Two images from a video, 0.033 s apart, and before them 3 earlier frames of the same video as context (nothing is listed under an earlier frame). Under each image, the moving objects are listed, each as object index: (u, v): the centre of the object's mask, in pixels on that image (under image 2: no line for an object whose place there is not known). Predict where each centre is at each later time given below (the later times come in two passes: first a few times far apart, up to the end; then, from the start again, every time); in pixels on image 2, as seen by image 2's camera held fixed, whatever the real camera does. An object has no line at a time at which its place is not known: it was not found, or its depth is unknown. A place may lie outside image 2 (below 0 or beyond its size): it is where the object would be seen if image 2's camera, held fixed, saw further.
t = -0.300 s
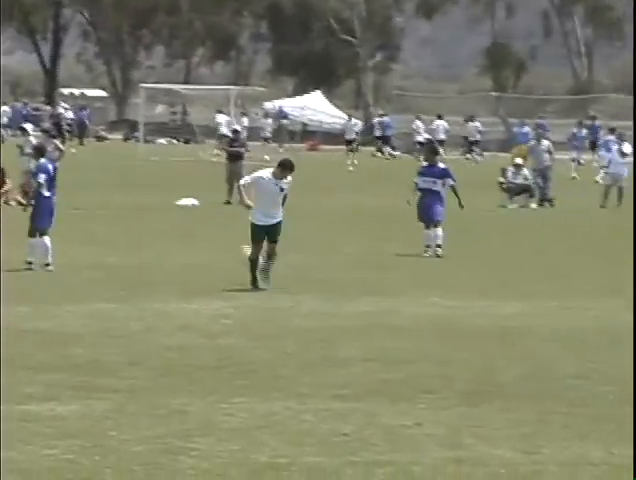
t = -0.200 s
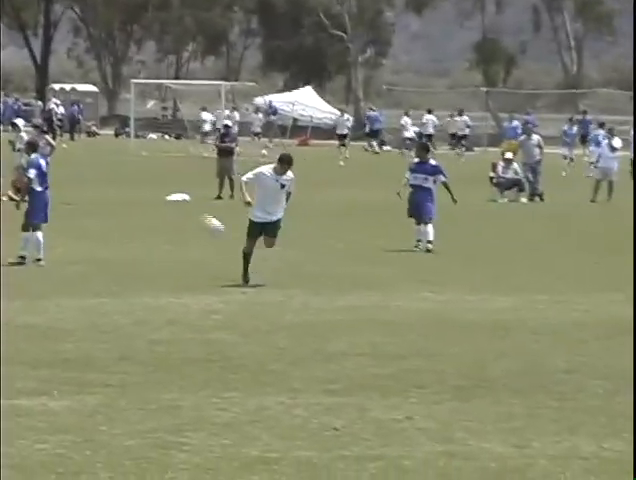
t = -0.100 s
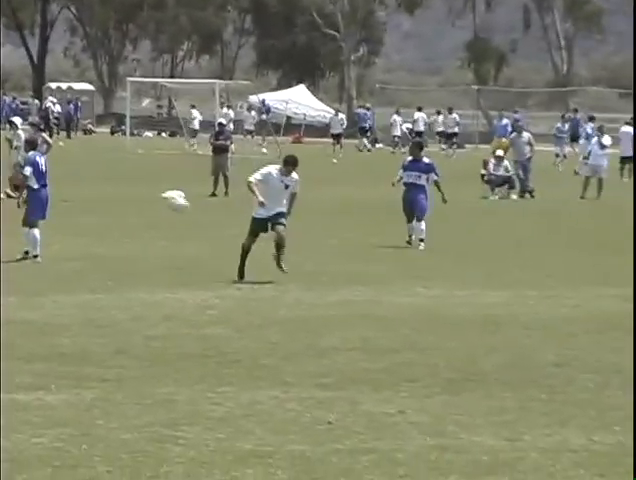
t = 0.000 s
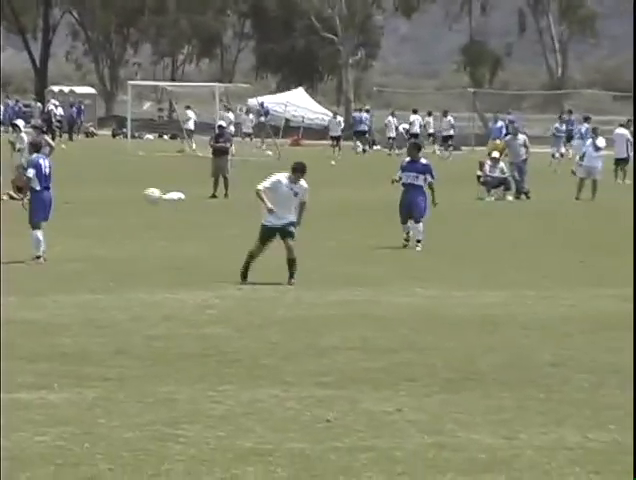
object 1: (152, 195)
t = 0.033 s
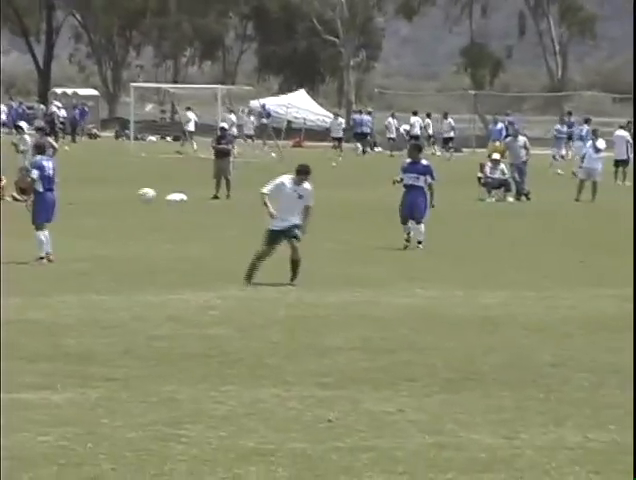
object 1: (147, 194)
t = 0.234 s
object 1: (100, 202)
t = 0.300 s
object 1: (87, 209)
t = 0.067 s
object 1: (139, 194)
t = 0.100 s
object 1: (131, 194)
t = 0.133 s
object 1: (122, 195)
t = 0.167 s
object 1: (114, 198)
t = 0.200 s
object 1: (108, 199)
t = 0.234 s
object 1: (100, 202)
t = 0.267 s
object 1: (95, 205)
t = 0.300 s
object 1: (87, 209)
